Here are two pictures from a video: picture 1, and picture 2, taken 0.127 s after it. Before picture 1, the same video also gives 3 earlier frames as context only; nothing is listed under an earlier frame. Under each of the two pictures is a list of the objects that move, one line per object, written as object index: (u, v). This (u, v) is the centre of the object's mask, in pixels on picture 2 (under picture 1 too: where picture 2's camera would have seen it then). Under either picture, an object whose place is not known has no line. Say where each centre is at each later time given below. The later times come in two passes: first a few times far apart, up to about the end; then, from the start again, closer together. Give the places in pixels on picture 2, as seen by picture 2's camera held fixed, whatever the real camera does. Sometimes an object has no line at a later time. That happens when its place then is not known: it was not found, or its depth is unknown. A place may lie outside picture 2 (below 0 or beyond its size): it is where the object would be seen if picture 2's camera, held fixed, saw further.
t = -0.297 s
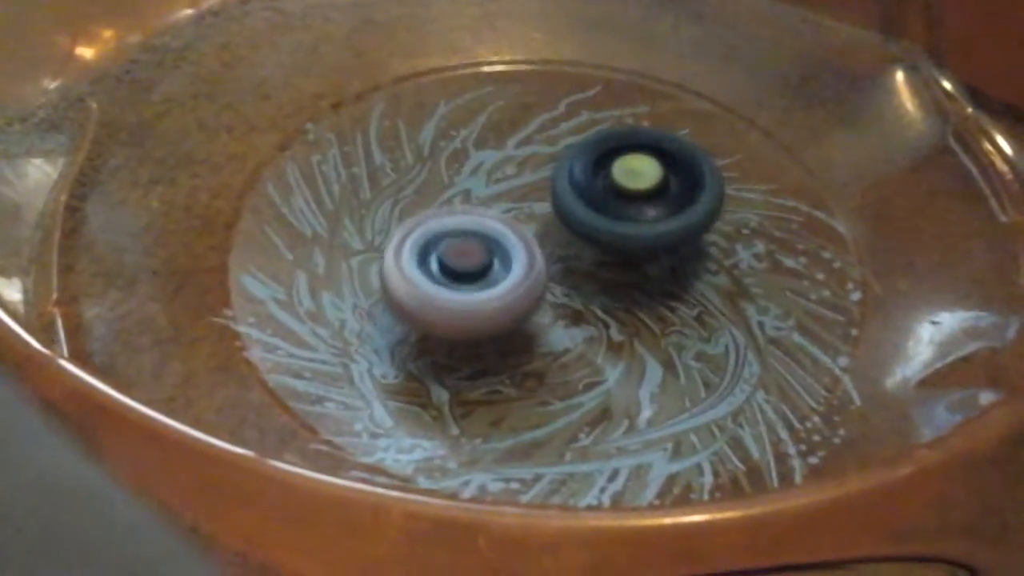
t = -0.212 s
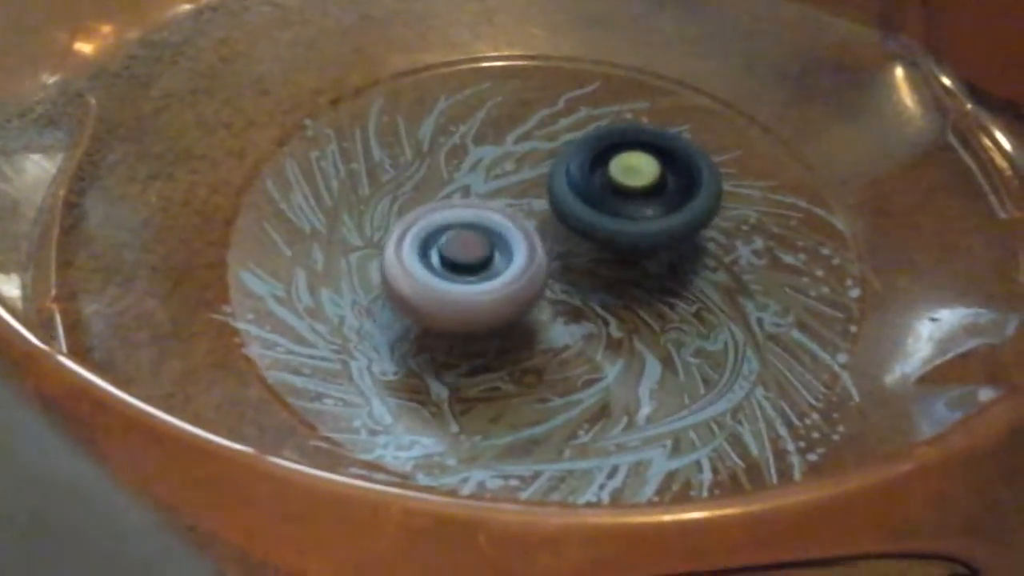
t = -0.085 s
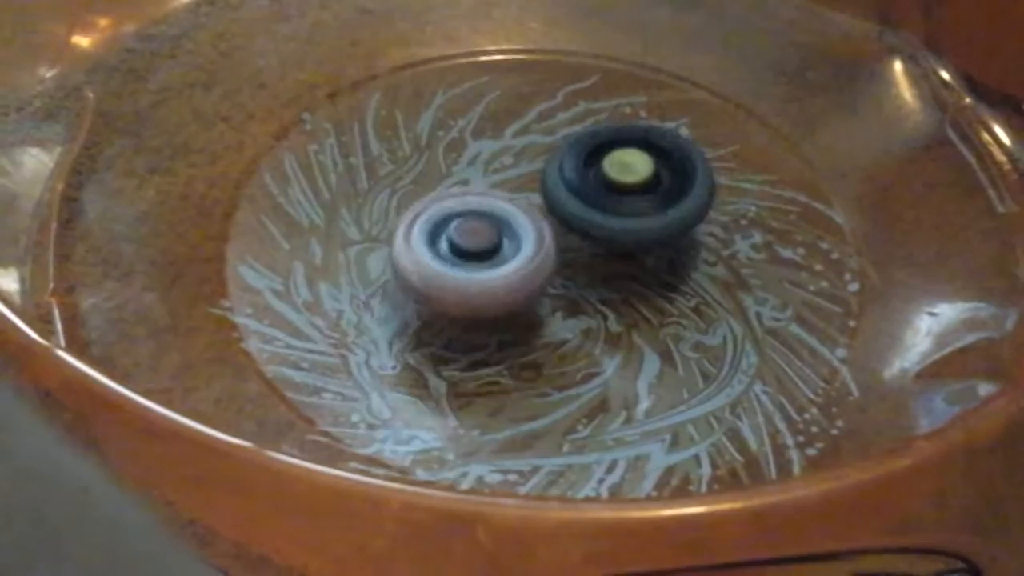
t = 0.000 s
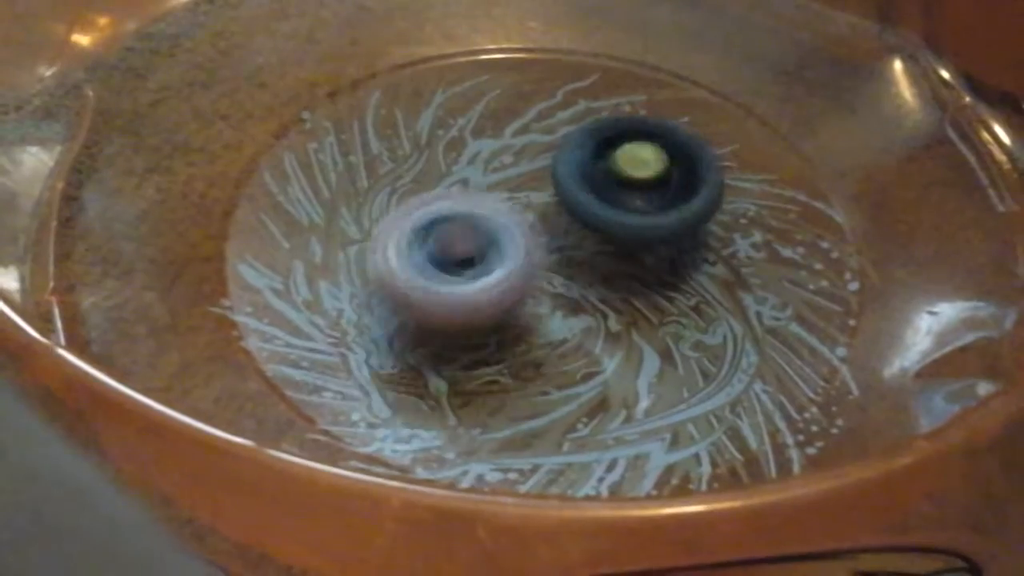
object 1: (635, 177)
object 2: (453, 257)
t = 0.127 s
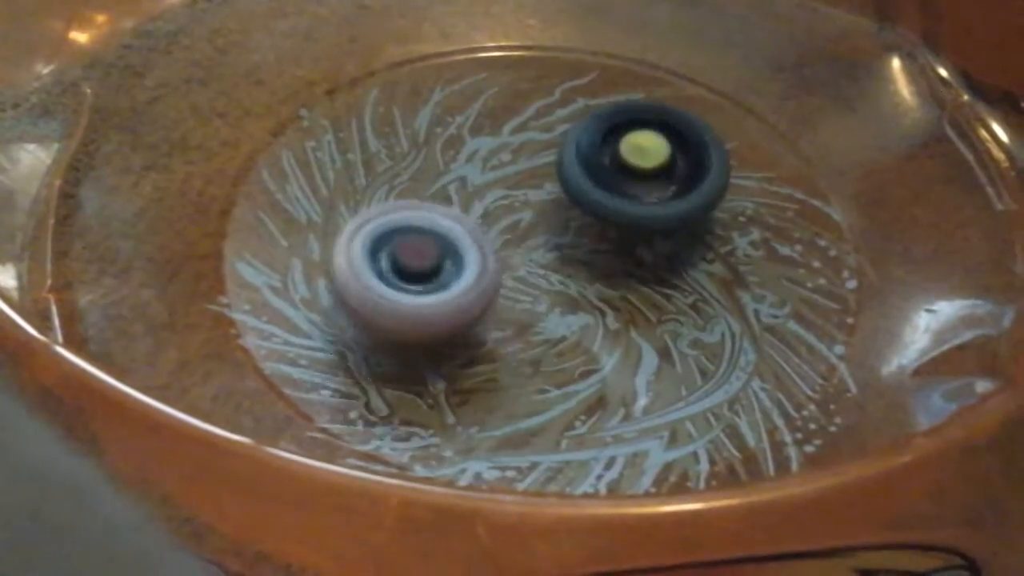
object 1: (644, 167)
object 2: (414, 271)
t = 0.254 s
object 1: (647, 163)
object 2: (396, 276)
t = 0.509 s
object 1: (647, 168)
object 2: (406, 270)
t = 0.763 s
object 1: (629, 178)
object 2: (462, 243)
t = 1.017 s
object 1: (620, 176)
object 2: (427, 238)
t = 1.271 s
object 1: (611, 179)
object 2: (409, 213)
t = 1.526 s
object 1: (601, 180)
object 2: (425, 191)
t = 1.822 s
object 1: (609, 179)
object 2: (419, 186)
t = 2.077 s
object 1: (623, 183)
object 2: (420, 196)
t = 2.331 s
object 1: (639, 192)
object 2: (413, 218)
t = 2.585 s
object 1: (644, 198)
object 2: (412, 236)
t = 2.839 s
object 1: (629, 204)
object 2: (453, 247)
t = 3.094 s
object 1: (663, 189)
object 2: (376, 267)
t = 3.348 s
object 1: (665, 186)
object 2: (400, 256)
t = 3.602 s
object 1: (651, 189)
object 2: (455, 231)
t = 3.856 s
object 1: (637, 182)
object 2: (451, 208)
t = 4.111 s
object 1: (628, 176)
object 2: (425, 182)
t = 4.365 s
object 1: (619, 174)
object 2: (426, 174)
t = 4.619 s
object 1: (629, 176)
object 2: (414, 189)
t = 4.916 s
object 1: (630, 183)
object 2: (445, 212)
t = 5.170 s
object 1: (647, 183)
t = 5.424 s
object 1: (645, 185)
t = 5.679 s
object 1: (629, 183)
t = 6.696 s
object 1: (631, 175)
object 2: (440, 232)
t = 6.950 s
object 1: (625, 182)
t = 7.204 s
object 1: (633, 165)
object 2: (444, 275)
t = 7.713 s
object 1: (623, 167)
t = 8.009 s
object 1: (615, 160)
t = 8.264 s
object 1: (613, 157)
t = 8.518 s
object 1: (608, 161)
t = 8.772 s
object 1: (597, 164)
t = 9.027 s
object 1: (594, 164)
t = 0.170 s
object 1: (645, 165)
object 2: (407, 274)
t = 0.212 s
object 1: (646, 164)
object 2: (401, 275)
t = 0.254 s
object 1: (647, 163)
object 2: (396, 276)
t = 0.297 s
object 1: (648, 163)
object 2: (393, 277)
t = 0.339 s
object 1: (648, 163)
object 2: (392, 277)
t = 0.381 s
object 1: (649, 163)
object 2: (393, 277)
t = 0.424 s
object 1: (649, 164)
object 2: (395, 274)
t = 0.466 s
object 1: (649, 166)
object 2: (400, 273)
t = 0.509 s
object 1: (647, 168)
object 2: (406, 270)
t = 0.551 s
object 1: (645, 169)
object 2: (414, 267)
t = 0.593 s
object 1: (643, 171)
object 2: (423, 263)
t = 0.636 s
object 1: (641, 172)
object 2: (432, 258)
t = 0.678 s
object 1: (637, 174)
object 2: (442, 254)
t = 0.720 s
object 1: (633, 175)
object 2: (452, 249)
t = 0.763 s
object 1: (629, 178)
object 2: (462, 243)
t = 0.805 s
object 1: (625, 178)
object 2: (472, 240)
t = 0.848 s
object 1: (628, 177)
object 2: (462, 241)
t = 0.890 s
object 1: (626, 179)
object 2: (443, 244)
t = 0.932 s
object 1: (624, 176)
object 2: (434, 245)
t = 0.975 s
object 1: (622, 177)
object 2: (432, 242)
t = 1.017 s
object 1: (620, 176)
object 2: (427, 238)
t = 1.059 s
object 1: (620, 177)
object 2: (422, 234)
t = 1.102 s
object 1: (617, 177)
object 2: (418, 229)
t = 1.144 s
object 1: (617, 178)
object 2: (414, 225)
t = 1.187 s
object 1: (615, 178)
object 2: (412, 221)
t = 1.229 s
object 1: (613, 179)
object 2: (409, 216)
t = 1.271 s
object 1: (611, 179)
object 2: (409, 213)
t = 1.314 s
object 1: (609, 179)
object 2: (409, 209)
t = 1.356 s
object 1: (607, 179)
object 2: (412, 204)
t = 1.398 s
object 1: (605, 179)
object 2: (415, 201)
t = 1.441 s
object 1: (603, 179)
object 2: (418, 198)
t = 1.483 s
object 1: (600, 179)
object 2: (424, 194)
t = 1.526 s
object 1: (601, 180)
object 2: (425, 191)
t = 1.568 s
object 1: (600, 180)
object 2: (423, 190)
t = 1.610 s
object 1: (600, 179)
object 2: (424, 186)
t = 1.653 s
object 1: (601, 180)
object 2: (424, 186)
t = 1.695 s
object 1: (602, 179)
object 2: (425, 185)
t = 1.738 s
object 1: (602, 179)
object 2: (427, 184)
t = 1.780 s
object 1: (604, 178)
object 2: (427, 185)
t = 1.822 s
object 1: (609, 179)
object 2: (419, 186)
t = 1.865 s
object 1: (612, 179)
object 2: (416, 187)
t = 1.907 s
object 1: (615, 179)
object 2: (414, 187)
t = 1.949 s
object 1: (617, 180)
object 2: (413, 188)
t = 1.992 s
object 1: (621, 181)
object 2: (414, 190)
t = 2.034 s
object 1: (622, 181)
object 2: (416, 192)
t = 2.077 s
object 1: (623, 183)
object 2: (420, 196)
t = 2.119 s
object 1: (624, 185)
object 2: (425, 199)
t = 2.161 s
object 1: (624, 185)
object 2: (432, 202)
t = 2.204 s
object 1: (623, 187)
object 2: (441, 205)
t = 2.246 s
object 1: (622, 188)
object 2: (447, 207)
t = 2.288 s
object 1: (635, 192)
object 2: (425, 213)
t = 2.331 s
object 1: (639, 192)
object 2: (413, 218)
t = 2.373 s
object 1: (641, 193)
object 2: (410, 221)
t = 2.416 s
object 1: (642, 193)
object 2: (408, 223)
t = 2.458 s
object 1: (644, 195)
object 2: (406, 226)
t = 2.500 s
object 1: (644, 196)
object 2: (407, 229)
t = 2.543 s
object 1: (645, 197)
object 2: (410, 232)
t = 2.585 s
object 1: (644, 198)
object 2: (412, 236)
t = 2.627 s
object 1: (642, 200)
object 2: (418, 240)
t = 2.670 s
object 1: (640, 202)
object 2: (424, 242)
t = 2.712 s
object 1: (637, 202)
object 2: (432, 244)
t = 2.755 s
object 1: (634, 204)
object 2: (440, 245)
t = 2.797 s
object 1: (630, 205)
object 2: (451, 246)
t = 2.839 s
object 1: (629, 204)
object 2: (453, 247)
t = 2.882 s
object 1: (649, 200)
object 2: (416, 256)
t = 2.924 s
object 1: (652, 197)
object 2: (399, 262)
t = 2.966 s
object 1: (657, 194)
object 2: (389, 264)
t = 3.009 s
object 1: (659, 192)
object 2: (383, 266)
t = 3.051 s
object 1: (661, 190)
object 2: (378, 266)
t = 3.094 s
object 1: (663, 189)
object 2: (376, 267)
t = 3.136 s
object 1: (664, 188)
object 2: (375, 267)
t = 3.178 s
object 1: (663, 187)
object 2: (375, 265)
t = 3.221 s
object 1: (666, 187)
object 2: (379, 263)
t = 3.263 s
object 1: (665, 186)
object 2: (384, 261)
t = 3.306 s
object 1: (666, 187)
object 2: (392, 258)
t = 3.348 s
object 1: (665, 186)
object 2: (400, 256)
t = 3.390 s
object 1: (665, 187)
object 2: (410, 253)
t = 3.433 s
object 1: (663, 188)
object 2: (419, 249)
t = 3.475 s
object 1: (659, 188)
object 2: (428, 244)
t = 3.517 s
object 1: (657, 189)
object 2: (436, 241)
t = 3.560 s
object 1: (654, 189)
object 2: (447, 235)
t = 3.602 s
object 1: (651, 189)
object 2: (455, 231)
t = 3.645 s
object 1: (647, 188)
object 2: (463, 226)
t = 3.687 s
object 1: (642, 188)
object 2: (469, 220)
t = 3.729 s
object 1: (642, 187)
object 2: (469, 216)
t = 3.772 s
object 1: (642, 186)
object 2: (457, 215)
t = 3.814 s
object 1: (637, 184)
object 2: (454, 213)
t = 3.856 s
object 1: (637, 182)
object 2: (451, 208)
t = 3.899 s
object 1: (634, 180)
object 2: (446, 201)
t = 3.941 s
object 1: (634, 177)
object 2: (444, 196)
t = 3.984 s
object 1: (633, 178)
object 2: (439, 193)
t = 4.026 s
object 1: (630, 177)
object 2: (434, 189)
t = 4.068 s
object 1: (630, 176)
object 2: (430, 186)
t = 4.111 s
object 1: (628, 176)
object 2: (425, 182)
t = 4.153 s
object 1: (627, 175)
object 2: (422, 181)
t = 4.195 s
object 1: (625, 175)
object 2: (420, 178)
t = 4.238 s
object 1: (623, 175)
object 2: (418, 177)
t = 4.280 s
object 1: (622, 175)
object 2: (418, 175)
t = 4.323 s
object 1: (620, 174)
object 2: (421, 174)
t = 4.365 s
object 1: (619, 174)
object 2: (426, 174)
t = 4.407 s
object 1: (617, 175)
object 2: (430, 176)
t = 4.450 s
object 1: (615, 176)
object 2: (437, 178)
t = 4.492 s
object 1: (621, 176)
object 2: (428, 181)
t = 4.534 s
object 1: (624, 177)
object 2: (419, 184)
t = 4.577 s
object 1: (626, 176)
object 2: (415, 186)
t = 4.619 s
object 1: (629, 176)
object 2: (414, 189)
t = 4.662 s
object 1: (629, 176)
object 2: (414, 191)
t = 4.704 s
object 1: (632, 177)
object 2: (416, 195)
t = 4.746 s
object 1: (632, 178)
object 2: (418, 199)
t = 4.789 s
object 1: (632, 179)
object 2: (423, 203)
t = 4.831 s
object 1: (632, 180)
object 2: (429, 207)
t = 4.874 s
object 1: (631, 182)
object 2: (436, 210)
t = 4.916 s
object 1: (630, 183)
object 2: (445, 212)
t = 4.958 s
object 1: (628, 183)
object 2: (452, 214)
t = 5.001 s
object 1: (637, 184)
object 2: (441, 218)
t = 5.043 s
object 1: (644, 186)
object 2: (411, 224)
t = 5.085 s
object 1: (645, 182)
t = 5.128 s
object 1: (648, 182)
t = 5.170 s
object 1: (647, 183)
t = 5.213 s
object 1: (646, 181)
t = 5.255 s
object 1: (650, 182)
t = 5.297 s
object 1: (648, 183)
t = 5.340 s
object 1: (647, 184)
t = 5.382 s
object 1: (648, 184)
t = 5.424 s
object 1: (645, 185)
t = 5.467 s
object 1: (642, 185)
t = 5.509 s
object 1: (640, 185)
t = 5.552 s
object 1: (636, 185)
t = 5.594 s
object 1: (633, 184)
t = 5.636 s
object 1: (629, 184)
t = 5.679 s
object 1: (629, 183)
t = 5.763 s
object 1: (624, 181)
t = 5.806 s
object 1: (625, 177)
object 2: (459, 232)
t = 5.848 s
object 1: (622, 175)
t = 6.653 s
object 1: (627, 176)
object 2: (439, 230)
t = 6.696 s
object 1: (631, 175)
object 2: (440, 232)
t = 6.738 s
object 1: (633, 179)
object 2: (442, 235)
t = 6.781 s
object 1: (628, 178)
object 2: (445, 237)
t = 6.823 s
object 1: (629, 177)
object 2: (449, 239)
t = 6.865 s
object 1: (629, 178)
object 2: (455, 241)
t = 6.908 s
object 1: (625, 179)
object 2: (462, 244)
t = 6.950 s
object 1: (625, 182)
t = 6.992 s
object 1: (622, 181)
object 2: (476, 245)
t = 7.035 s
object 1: (628, 175)
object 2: (466, 254)
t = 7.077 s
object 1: (633, 174)
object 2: (454, 266)
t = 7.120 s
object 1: (631, 170)
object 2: (450, 269)
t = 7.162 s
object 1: (634, 167)
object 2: (446, 272)
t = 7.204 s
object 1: (633, 165)
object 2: (444, 275)
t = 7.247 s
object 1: (632, 162)
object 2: (442, 276)
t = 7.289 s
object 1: (634, 161)
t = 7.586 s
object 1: (630, 164)
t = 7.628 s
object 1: (628, 165)
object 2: (467, 258)
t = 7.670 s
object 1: (627, 166)
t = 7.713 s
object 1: (623, 167)
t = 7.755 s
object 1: (622, 168)
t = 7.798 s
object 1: (619, 167)
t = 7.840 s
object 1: (622, 166)
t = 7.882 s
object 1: (621, 164)
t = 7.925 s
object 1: (616, 162)
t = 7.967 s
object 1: (616, 161)
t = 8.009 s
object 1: (615, 160)
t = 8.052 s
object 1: (614, 159)
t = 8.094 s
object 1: (614, 158)
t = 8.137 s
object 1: (614, 158)
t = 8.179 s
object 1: (612, 157)
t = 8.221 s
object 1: (613, 157)
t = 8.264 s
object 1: (613, 157)
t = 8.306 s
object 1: (610, 157)
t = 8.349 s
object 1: (613, 157)
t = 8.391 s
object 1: (611, 160)
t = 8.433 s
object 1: (608, 159)
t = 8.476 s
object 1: (608, 159)
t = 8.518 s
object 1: (608, 161)
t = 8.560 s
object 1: (605, 161)
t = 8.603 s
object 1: (603, 162)
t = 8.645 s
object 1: (601, 162)
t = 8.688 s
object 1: (600, 162)
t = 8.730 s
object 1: (603, 163)
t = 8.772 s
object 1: (597, 164)
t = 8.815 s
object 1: (596, 159)
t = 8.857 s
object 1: (598, 161)
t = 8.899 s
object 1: (595, 164)
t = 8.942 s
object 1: (592, 160)
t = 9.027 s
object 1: (594, 164)
